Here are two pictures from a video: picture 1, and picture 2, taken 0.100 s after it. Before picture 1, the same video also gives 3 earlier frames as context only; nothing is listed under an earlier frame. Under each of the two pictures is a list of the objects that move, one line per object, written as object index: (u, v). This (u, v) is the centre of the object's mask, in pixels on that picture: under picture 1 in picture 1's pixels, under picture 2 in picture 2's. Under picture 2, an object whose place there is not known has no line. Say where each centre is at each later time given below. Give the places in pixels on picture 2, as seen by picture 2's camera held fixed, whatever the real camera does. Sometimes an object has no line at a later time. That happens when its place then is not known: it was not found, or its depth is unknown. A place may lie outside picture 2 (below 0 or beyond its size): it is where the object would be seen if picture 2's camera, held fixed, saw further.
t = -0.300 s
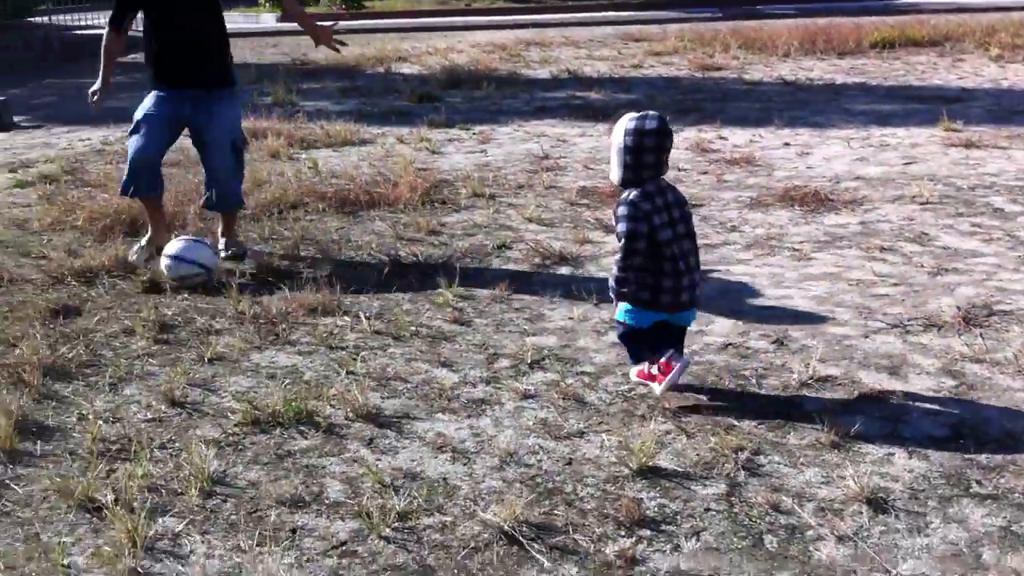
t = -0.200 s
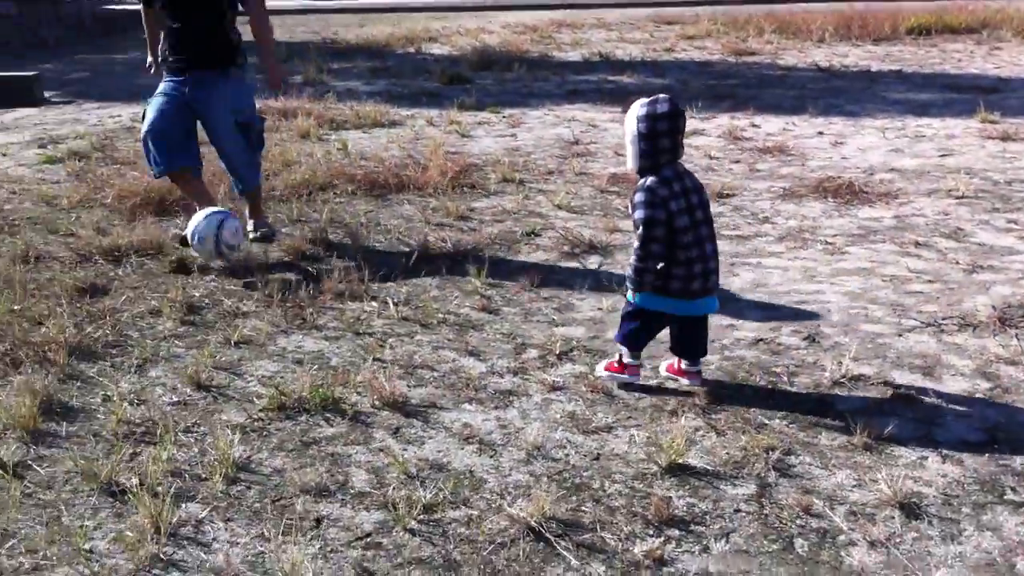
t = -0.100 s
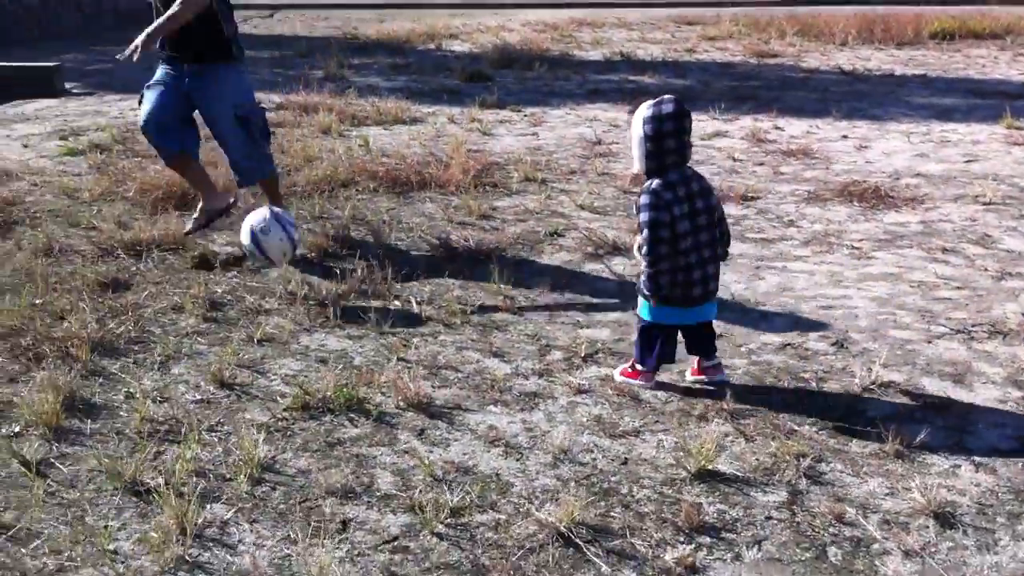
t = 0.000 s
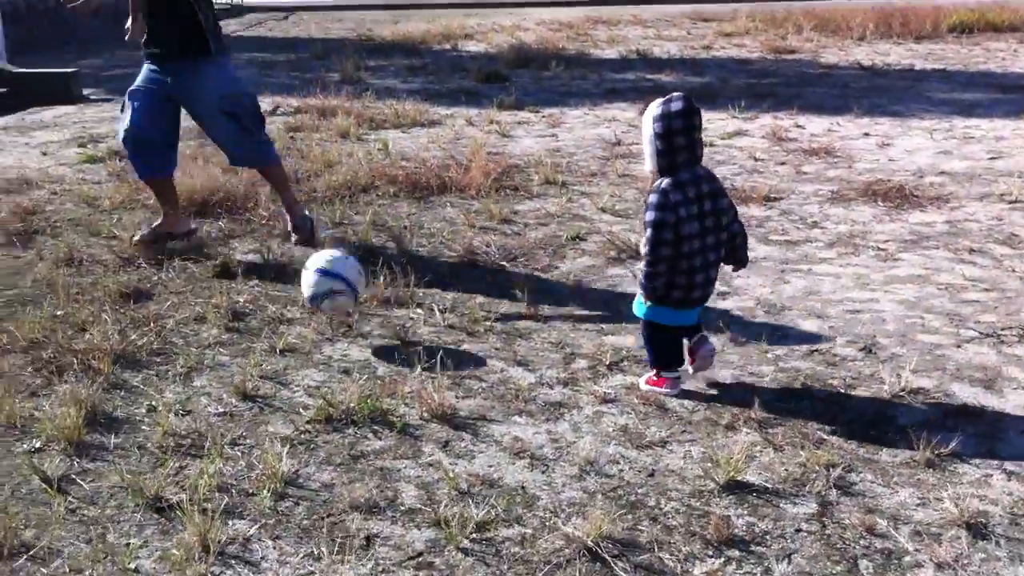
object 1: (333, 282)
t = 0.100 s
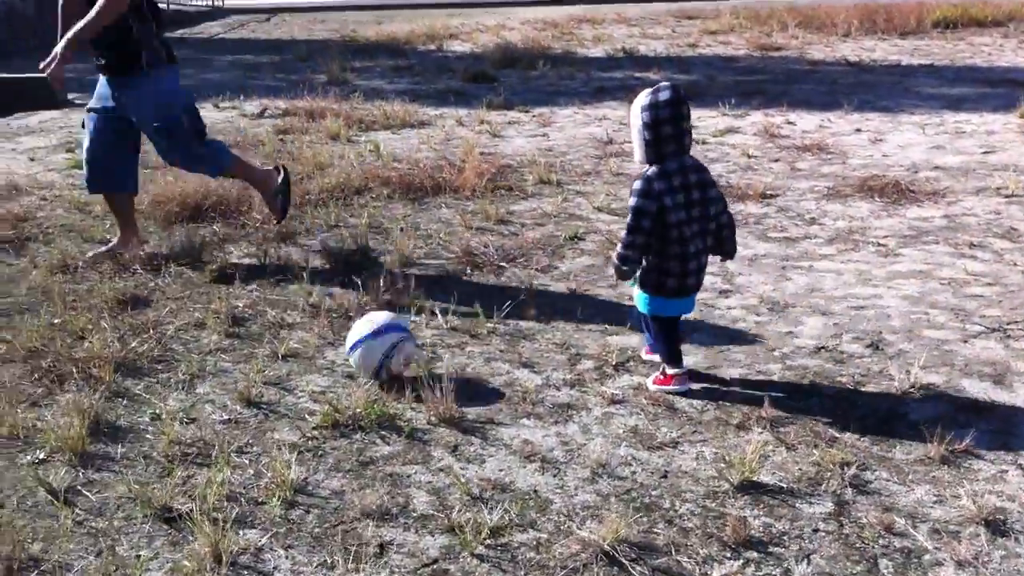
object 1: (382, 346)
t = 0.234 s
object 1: (417, 349)
